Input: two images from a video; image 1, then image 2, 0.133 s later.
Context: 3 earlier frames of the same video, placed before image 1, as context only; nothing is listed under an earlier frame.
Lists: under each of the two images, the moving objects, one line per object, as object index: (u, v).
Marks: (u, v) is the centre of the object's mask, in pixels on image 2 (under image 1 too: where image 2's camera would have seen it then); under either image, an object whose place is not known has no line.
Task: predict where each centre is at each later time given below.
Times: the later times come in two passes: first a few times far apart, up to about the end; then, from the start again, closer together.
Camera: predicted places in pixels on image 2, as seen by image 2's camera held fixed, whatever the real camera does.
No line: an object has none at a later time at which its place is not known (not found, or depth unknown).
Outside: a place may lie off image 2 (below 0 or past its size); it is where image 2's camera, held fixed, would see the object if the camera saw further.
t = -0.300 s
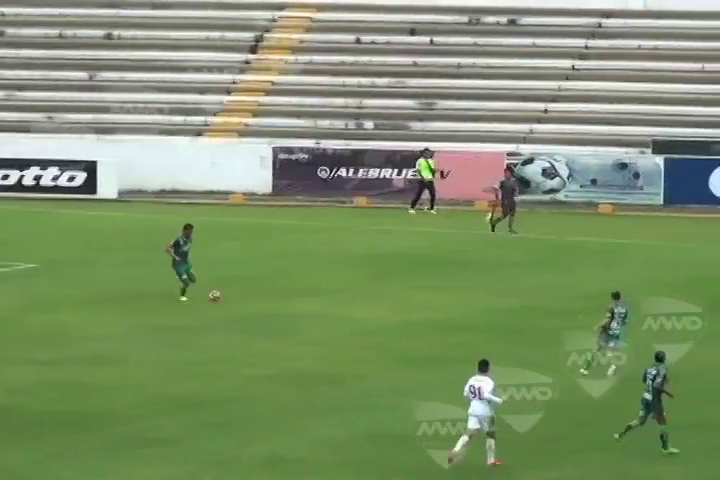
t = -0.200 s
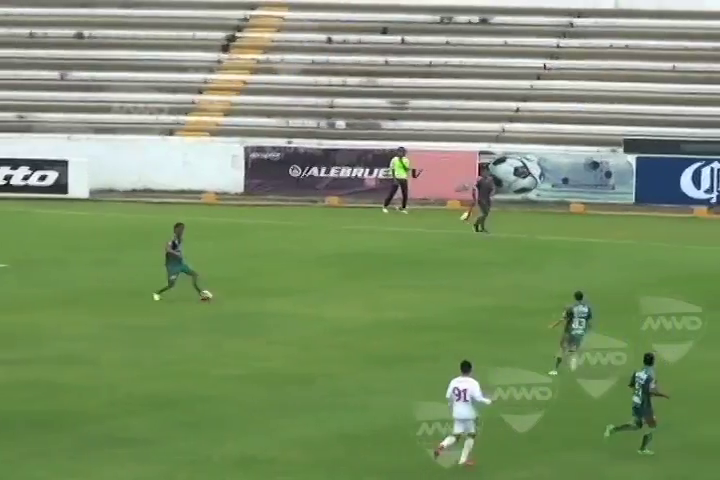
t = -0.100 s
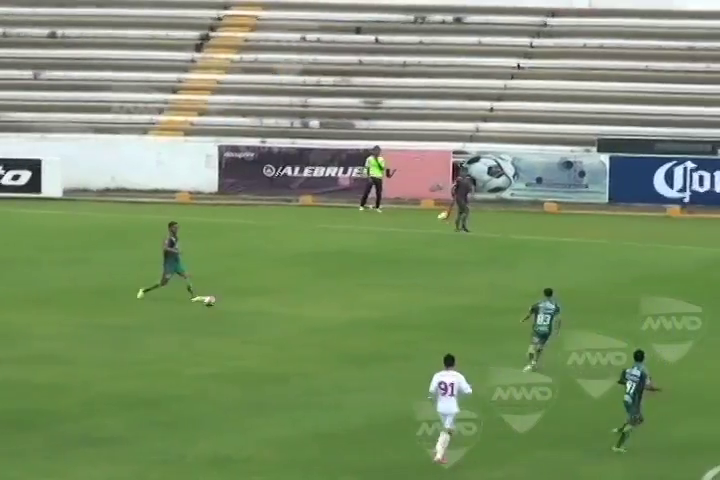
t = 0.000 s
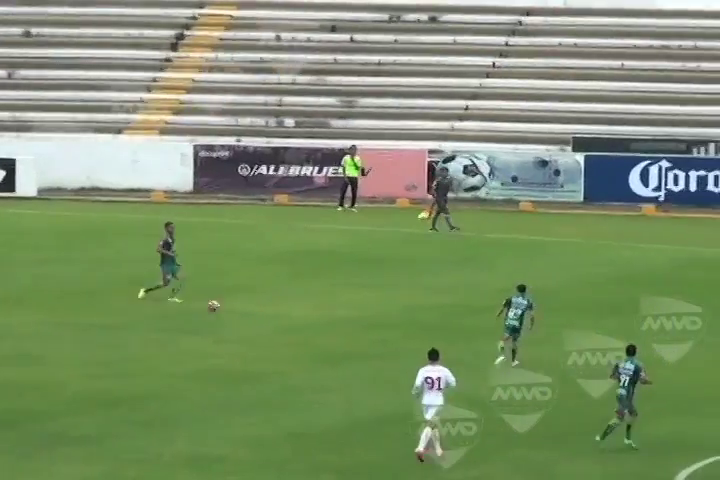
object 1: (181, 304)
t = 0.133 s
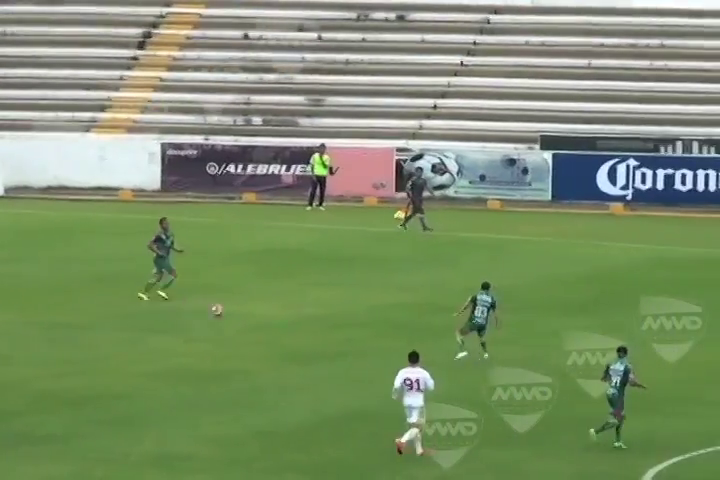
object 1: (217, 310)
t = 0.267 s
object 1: (251, 317)
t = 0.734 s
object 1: (345, 337)
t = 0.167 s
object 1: (226, 313)
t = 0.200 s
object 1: (236, 315)
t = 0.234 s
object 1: (243, 317)
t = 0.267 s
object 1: (251, 317)
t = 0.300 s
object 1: (257, 319)
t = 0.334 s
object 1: (265, 320)
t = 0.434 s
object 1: (288, 326)
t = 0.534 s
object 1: (307, 330)
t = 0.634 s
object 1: (326, 333)
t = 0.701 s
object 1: (338, 335)
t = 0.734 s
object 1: (345, 337)
